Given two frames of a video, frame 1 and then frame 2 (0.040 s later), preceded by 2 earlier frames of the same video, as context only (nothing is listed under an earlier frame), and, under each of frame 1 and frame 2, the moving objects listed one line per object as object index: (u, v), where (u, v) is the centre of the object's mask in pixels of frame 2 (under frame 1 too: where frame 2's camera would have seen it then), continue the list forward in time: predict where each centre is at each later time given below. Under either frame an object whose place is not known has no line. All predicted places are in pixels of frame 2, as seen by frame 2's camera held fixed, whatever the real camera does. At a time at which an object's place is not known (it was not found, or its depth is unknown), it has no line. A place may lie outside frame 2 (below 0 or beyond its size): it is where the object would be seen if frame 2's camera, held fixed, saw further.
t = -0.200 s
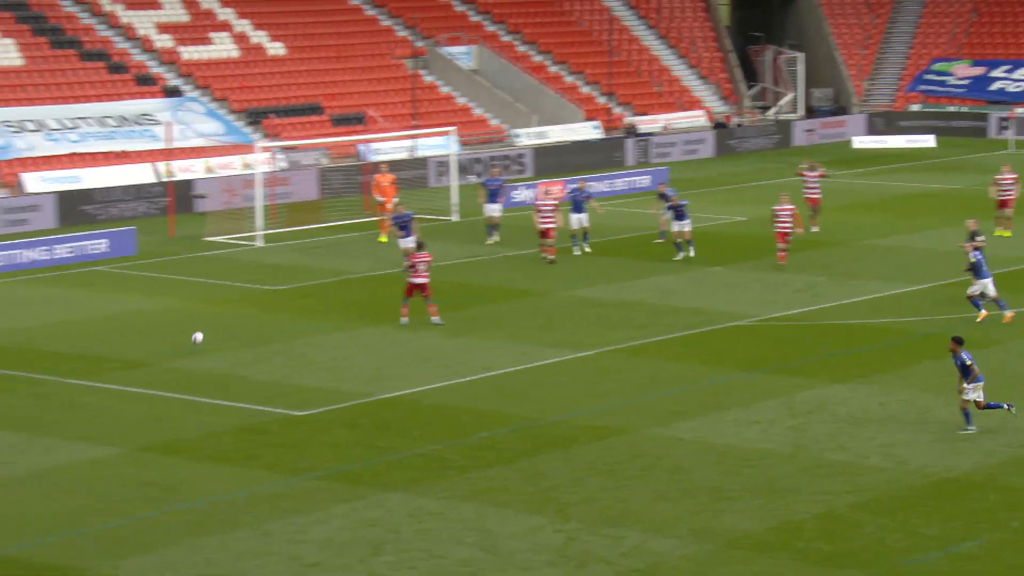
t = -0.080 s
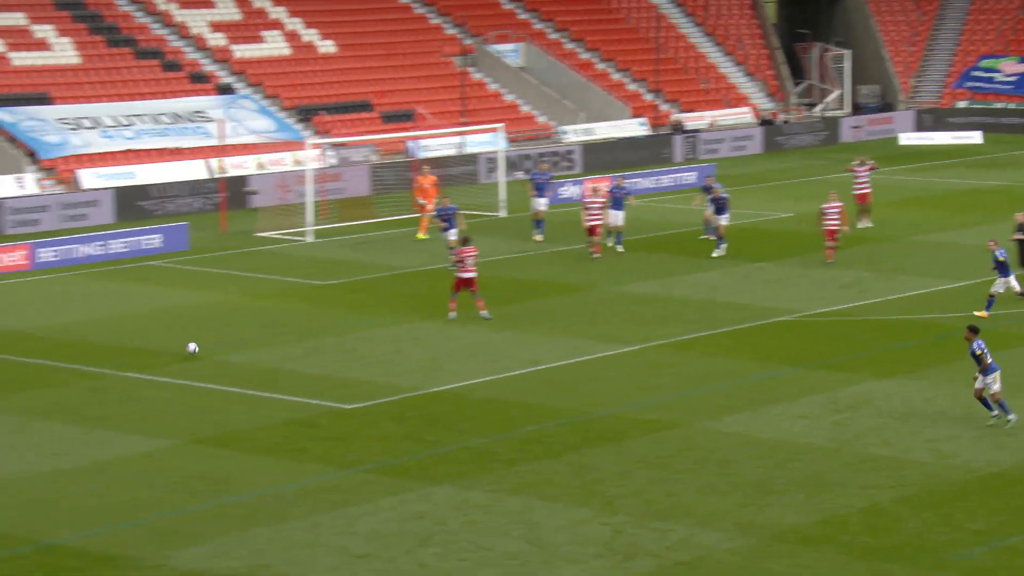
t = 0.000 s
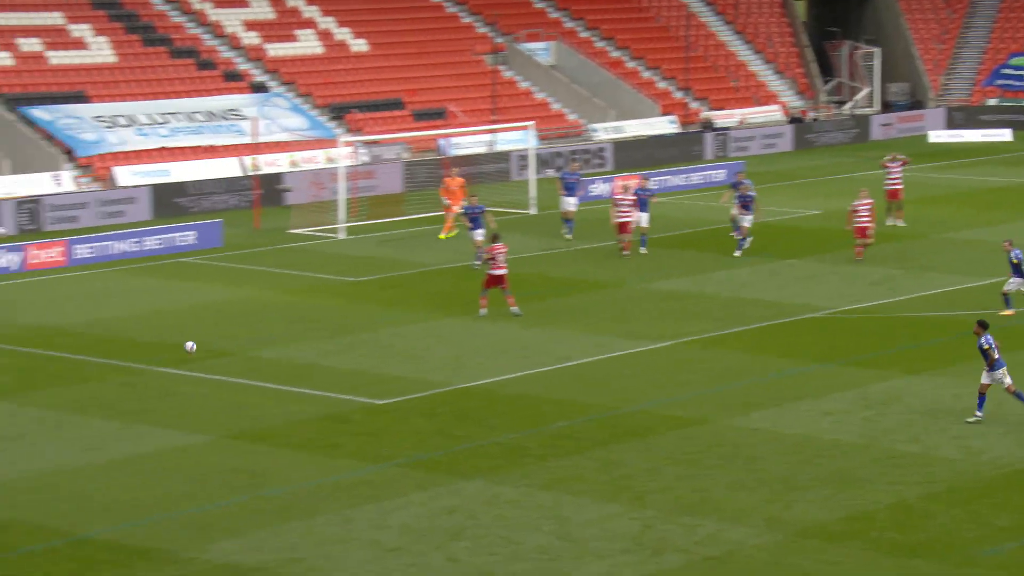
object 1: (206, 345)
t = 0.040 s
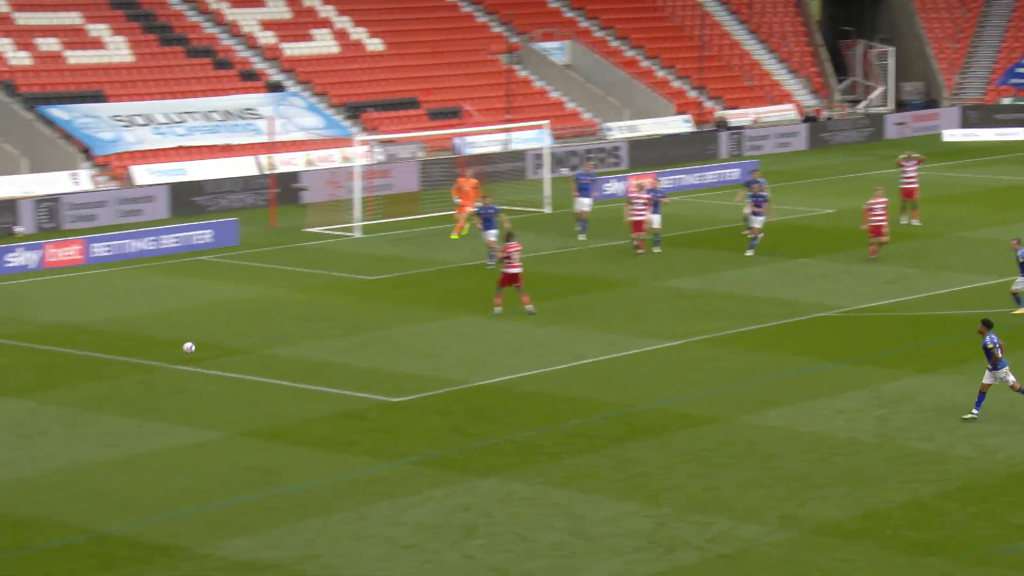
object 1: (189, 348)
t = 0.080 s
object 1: (171, 352)
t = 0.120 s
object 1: (153, 357)
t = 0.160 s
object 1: (134, 363)
